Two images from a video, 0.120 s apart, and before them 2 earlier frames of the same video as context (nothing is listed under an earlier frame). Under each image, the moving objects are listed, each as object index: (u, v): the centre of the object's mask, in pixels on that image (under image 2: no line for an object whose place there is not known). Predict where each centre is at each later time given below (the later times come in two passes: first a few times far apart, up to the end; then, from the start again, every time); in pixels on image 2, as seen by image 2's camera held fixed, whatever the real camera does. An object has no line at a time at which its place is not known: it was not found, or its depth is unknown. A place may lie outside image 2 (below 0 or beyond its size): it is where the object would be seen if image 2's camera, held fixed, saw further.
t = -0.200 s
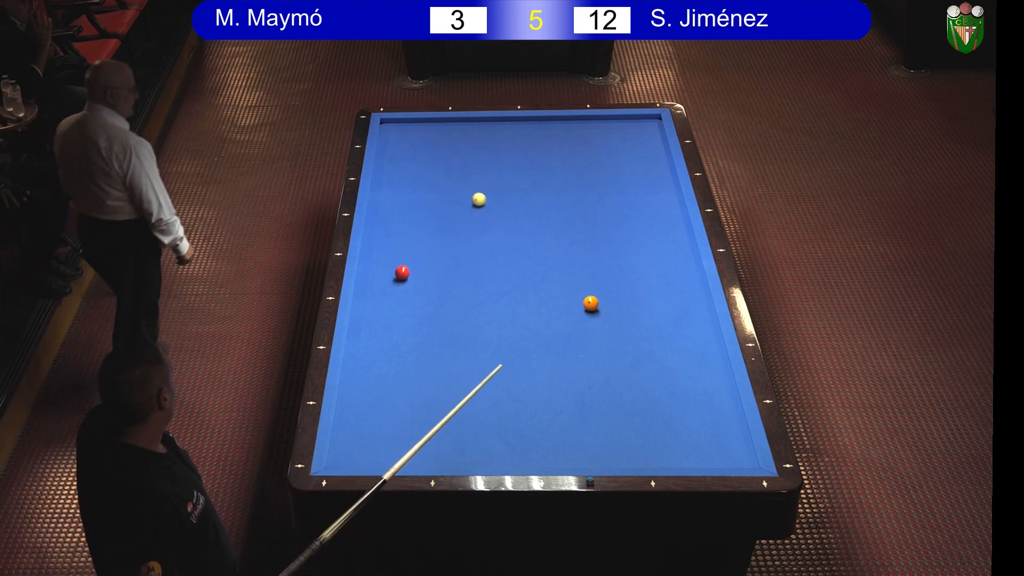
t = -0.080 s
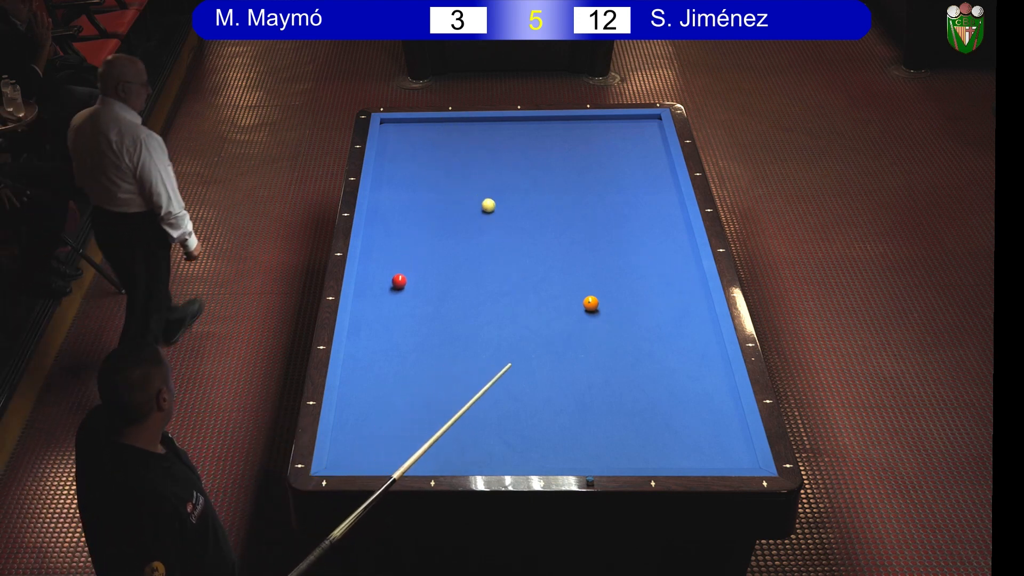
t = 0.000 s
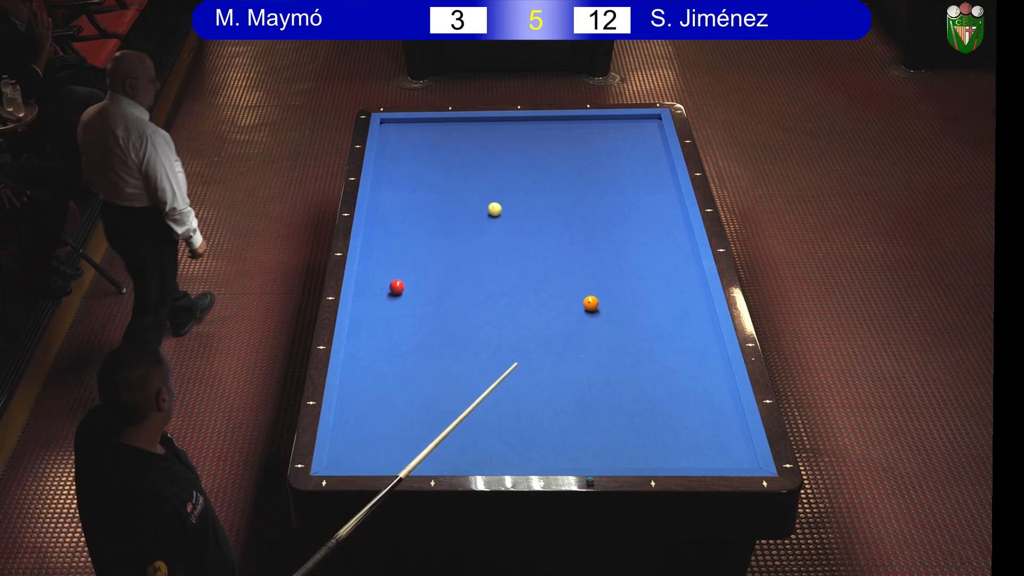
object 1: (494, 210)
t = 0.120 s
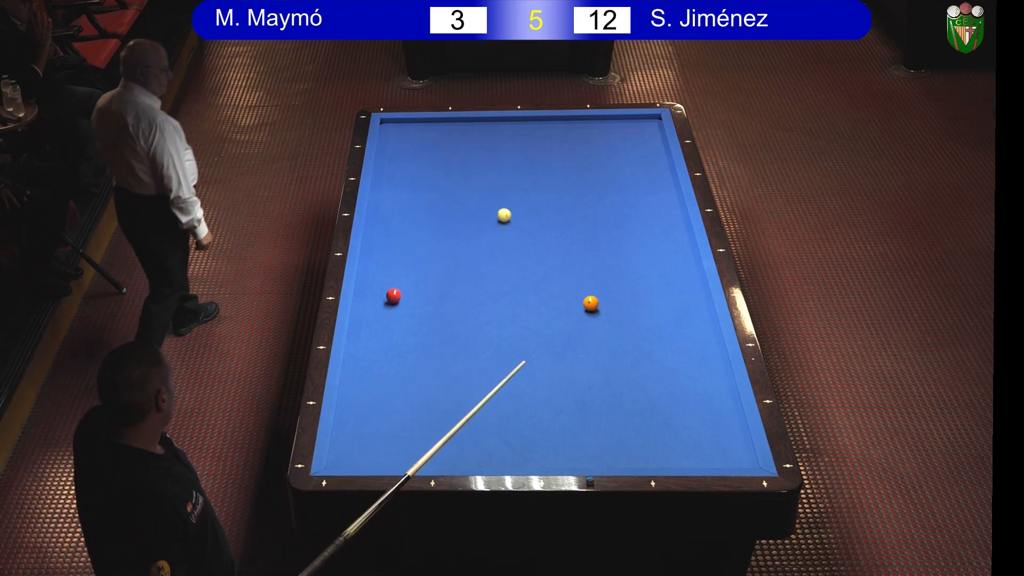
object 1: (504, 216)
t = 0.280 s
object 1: (517, 224)
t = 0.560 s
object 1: (540, 238)
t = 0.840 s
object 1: (563, 253)
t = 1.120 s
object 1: (586, 267)
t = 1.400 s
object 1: (610, 282)
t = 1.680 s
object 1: (634, 298)
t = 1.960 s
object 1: (659, 313)
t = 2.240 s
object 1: (683, 329)
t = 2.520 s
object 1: (709, 345)
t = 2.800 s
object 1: (713, 358)
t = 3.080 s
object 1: (706, 371)
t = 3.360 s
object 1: (700, 383)
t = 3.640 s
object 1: (693, 395)
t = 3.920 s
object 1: (687, 407)
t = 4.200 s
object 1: (681, 418)
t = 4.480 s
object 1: (675, 430)
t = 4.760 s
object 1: (670, 441)
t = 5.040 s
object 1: (664, 451)
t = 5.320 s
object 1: (659, 460)
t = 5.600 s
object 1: (653, 459)
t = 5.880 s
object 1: (648, 455)
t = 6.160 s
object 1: (643, 450)
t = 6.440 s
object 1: (639, 447)
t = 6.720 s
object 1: (635, 443)
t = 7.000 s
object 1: (632, 440)
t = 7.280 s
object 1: (629, 438)
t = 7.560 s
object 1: (627, 436)
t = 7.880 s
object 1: (625, 434)
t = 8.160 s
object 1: (624, 432)
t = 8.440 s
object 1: (623, 432)
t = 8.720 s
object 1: (623, 432)
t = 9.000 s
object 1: (623, 432)
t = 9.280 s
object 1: (623, 432)
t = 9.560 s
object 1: (623, 432)
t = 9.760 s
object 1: (623, 432)
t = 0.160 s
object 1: (507, 218)
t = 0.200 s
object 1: (510, 220)
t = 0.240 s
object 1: (513, 222)
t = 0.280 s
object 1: (517, 224)
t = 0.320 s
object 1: (520, 226)
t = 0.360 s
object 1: (523, 228)
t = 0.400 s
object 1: (526, 230)
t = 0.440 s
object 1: (530, 232)
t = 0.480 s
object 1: (533, 234)
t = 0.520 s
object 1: (536, 236)
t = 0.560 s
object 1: (540, 238)
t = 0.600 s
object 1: (543, 240)
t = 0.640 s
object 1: (546, 242)
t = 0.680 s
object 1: (549, 244)
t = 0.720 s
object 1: (553, 246)
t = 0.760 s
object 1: (556, 248)
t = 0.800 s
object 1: (559, 251)
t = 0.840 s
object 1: (563, 253)
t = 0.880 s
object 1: (566, 255)
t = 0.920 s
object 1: (569, 257)
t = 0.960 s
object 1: (573, 259)
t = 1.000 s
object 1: (576, 261)
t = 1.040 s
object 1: (580, 263)
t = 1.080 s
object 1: (583, 265)
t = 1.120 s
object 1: (586, 267)
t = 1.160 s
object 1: (590, 269)
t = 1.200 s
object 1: (593, 272)
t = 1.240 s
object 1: (596, 274)
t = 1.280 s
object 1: (600, 276)
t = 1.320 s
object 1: (603, 278)
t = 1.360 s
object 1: (607, 280)
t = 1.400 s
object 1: (610, 282)
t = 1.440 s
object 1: (614, 284)
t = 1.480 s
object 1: (617, 287)
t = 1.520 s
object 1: (620, 289)
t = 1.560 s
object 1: (624, 291)
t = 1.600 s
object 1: (627, 293)
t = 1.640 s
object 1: (631, 295)
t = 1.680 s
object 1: (634, 298)
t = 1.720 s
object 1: (638, 300)
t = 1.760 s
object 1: (642, 302)
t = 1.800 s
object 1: (645, 304)
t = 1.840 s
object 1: (648, 306)
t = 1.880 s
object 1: (652, 309)
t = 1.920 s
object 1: (655, 311)
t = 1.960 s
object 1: (659, 313)
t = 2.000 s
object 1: (662, 315)
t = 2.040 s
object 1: (666, 317)
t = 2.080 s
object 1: (669, 320)
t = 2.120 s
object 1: (673, 322)
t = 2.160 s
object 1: (676, 324)
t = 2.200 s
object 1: (680, 326)
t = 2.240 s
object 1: (683, 329)
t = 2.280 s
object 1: (687, 331)
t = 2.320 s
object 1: (691, 333)
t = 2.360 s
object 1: (694, 336)
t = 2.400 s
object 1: (698, 338)
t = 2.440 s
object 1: (701, 340)
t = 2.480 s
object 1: (705, 342)
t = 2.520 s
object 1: (709, 345)
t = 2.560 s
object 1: (712, 347)
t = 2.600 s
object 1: (716, 349)
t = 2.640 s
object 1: (717, 351)
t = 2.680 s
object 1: (716, 353)
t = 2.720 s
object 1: (715, 355)
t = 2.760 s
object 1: (714, 357)
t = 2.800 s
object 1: (713, 358)
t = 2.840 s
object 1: (712, 360)
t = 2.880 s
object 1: (711, 362)
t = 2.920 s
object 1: (710, 364)
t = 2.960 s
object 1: (709, 365)
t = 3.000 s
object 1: (708, 367)
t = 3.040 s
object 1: (707, 369)
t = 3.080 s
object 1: (706, 371)
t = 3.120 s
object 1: (705, 372)
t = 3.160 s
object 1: (704, 374)
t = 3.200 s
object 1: (704, 376)
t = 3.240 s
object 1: (703, 378)
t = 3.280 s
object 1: (702, 379)
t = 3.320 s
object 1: (701, 381)
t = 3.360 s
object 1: (700, 383)
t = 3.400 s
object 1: (699, 385)
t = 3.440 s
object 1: (698, 386)
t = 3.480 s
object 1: (697, 388)
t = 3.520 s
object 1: (696, 390)
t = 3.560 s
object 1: (695, 391)
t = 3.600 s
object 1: (694, 393)
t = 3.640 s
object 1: (693, 395)
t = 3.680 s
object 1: (692, 397)
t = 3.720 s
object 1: (692, 399)
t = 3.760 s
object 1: (691, 400)
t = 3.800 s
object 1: (690, 402)
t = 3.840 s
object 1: (689, 403)
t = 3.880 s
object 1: (688, 405)
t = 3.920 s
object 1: (687, 407)
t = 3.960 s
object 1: (686, 408)
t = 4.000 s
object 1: (685, 410)
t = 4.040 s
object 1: (685, 412)
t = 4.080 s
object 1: (684, 413)
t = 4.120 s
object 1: (683, 415)
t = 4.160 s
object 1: (682, 417)
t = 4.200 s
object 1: (681, 418)
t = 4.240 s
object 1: (680, 420)
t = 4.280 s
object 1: (679, 422)
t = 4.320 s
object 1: (679, 423)
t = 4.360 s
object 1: (678, 425)
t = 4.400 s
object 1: (677, 427)
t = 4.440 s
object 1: (676, 428)
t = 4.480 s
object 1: (675, 430)
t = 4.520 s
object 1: (675, 431)
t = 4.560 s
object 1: (674, 433)
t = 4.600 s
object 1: (673, 434)
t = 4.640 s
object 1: (672, 436)
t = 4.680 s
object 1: (671, 438)
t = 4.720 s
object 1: (670, 439)
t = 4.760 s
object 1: (670, 441)
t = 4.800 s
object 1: (669, 442)
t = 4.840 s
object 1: (668, 444)
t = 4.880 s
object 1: (667, 445)
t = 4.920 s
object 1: (666, 447)
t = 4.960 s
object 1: (666, 448)
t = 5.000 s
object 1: (665, 450)
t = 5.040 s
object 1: (664, 451)
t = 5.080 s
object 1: (663, 453)
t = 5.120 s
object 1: (662, 454)
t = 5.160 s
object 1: (662, 456)
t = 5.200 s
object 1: (661, 457)
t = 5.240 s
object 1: (660, 458)
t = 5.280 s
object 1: (660, 459)
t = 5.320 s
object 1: (659, 460)
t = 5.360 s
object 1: (658, 461)
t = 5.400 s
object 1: (657, 462)
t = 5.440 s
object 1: (656, 461)
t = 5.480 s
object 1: (656, 461)
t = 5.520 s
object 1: (655, 460)
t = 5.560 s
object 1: (654, 460)
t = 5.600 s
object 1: (653, 459)
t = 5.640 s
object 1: (652, 459)
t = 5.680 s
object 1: (652, 459)
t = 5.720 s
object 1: (651, 458)
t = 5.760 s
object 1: (650, 457)
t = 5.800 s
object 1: (649, 457)
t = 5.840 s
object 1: (648, 456)
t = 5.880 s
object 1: (648, 455)
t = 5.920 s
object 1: (647, 454)
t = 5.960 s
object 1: (646, 454)
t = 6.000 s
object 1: (646, 453)
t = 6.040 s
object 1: (645, 453)
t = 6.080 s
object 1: (644, 452)
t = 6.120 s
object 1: (644, 451)
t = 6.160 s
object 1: (643, 450)
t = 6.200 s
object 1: (642, 450)
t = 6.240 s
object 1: (642, 450)
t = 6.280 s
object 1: (641, 449)
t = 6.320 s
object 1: (641, 448)
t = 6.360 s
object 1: (640, 448)
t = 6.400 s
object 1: (639, 447)
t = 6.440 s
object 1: (639, 447)
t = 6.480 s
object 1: (638, 446)
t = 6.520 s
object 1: (638, 446)
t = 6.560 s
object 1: (637, 445)
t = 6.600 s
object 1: (637, 445)
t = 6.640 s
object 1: (636, 444)
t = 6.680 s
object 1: (636, 444)
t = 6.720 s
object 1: (635, 443)
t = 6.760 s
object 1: (635, 443)
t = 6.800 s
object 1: (634, 442)
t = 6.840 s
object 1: (634, 442)
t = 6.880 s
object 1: (633, 441)
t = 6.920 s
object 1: (633, 441)
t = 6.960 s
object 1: (632, 441)
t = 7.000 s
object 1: (632, 440)
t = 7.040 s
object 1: (632, 440)
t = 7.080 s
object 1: (631, 440)
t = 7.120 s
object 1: (631, 439)
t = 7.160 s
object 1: (630, 439)
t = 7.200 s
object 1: (630, 438)
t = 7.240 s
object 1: (629, 438)
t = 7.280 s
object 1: (629, 438)
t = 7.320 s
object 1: (629, 437)
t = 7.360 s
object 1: (628, 437)
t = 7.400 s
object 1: (628, 437)
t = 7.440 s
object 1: (628, 436)
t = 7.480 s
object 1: (627, 436)
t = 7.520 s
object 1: (627, 436)
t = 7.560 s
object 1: (627, 436)
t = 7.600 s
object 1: (626, 435)
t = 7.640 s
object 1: (626, 435)
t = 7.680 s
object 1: (626, 435)
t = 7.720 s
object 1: (626, 435)
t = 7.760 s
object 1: (625, 434)
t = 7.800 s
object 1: (625, 434)
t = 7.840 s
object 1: (625, 434)
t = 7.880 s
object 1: (625, 434)
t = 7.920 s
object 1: (625, 433)
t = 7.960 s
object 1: (624, 433)
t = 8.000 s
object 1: (624, 433)
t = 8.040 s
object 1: (624, 433)
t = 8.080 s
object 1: (624, 433)
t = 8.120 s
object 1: (624, 432)
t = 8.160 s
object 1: (624, 432)
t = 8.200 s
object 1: (624, 432)
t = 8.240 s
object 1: (624, 432)
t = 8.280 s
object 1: (624, 432)
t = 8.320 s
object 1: (623, 432)
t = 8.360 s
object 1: (623, 432)
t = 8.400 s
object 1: (623, 432)
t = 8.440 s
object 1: (623, 432)
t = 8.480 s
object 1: (623, 432)
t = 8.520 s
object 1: (623, 432)
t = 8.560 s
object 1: (623, 432)
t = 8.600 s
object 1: (623, 432)
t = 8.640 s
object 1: (623, 432)
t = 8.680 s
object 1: (623, 432)
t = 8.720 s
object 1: (623, 432)
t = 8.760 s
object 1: (623, 432)
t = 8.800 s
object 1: (623, 432)
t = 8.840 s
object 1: (623, 432)
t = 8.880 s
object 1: (623, 432)
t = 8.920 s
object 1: (623, 432)
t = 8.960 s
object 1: (623, 432)
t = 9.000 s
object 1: (623, 432)
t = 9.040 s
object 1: (623, 432)
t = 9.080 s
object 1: (623, 432)
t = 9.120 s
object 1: (623, 432)
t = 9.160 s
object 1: (623, 432)
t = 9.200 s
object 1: (623, 432)
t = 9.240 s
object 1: (623, 432)
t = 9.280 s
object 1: (623, 432)
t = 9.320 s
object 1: (623, 432)
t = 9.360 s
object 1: (623, 432)
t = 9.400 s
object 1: (623, 432)
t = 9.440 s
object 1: (623, 432)
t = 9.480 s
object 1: (623, 432)
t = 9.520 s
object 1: (623, 432)
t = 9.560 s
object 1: (623, 432)
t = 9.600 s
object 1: (623, 432)
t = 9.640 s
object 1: (623, 432)
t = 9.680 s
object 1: (623, 432)
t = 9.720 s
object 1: (623, 432)
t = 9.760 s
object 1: (623, 432)
